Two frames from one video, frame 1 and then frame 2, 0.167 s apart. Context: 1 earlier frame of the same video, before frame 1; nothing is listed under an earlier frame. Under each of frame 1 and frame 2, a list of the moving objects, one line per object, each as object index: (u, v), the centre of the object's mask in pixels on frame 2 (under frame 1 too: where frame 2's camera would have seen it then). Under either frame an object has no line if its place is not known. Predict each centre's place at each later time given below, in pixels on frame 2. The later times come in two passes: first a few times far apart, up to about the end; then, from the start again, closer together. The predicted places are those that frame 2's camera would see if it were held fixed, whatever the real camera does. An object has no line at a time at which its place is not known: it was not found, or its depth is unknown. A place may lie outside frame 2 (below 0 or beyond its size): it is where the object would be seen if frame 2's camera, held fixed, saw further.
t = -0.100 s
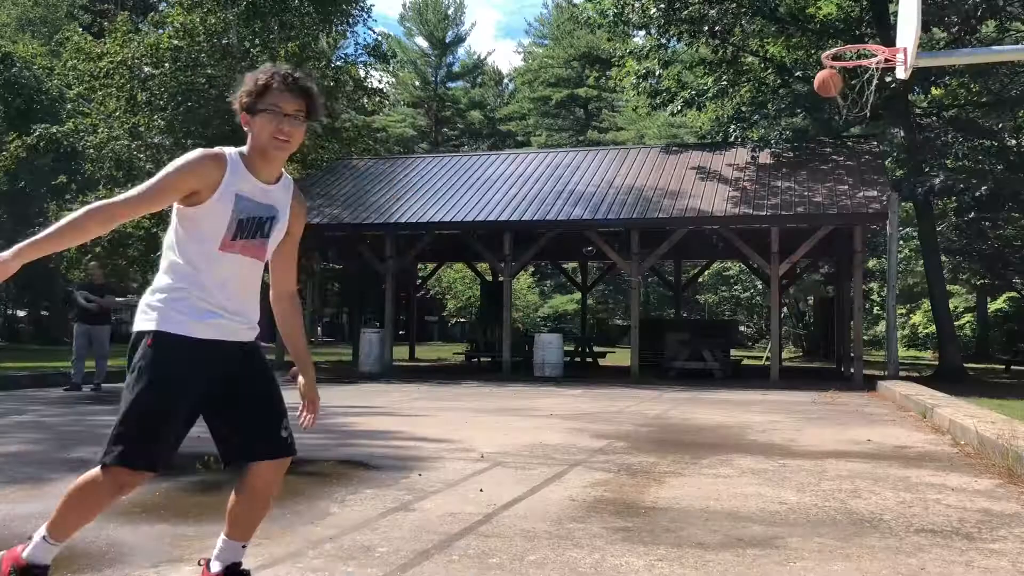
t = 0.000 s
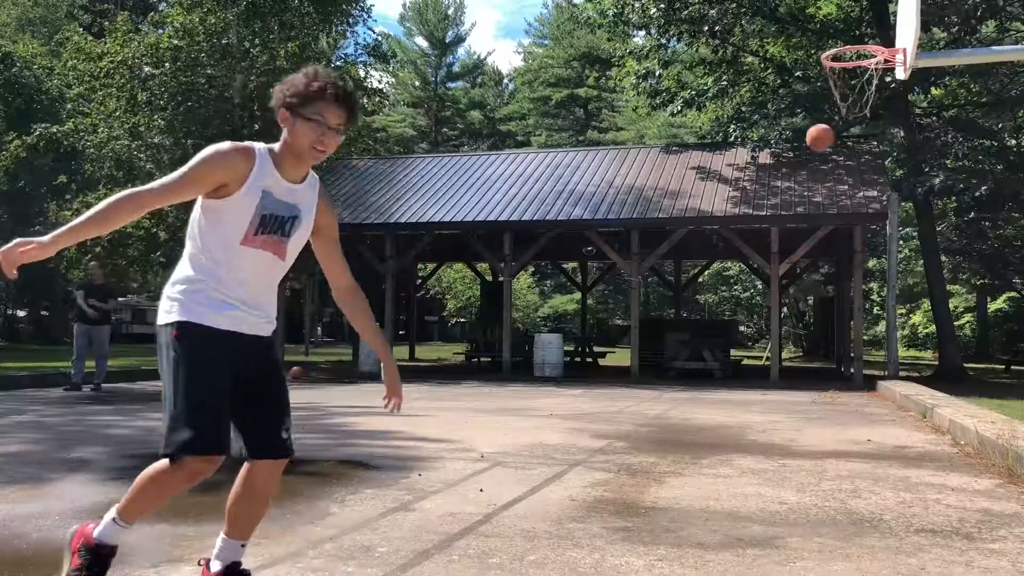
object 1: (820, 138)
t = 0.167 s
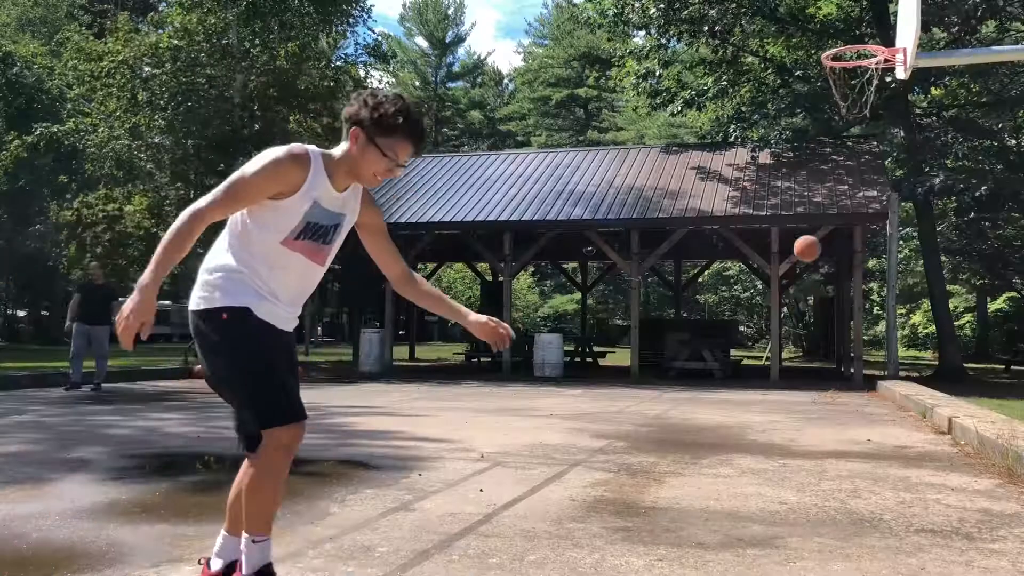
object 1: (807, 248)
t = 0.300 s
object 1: (797, 355)
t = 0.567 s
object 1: (802, 292)
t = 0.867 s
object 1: (816, 191)
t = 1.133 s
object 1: (828, 179)
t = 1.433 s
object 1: (842, 239)
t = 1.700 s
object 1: (855, 356)
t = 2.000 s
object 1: (863, 316)
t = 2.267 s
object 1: (871, 268)
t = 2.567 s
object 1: (879, 284)
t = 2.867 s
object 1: (888, 375)
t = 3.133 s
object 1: (895, 334)
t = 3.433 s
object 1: (902, 310)
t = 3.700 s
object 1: (912, 347)
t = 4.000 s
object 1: (917, 345)
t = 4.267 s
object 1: (921, 335)
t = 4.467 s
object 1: (925, 360)
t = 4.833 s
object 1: (932, 347)
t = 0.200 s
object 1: (805, 274)
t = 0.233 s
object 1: (802, 300)
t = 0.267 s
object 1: (800, 327)
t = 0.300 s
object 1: (797, 355)
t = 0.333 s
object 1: (795, 383)
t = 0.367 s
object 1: (794, 414)
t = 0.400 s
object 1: (794, 392)
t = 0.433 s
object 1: (796, 370)
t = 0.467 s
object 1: (797, 347)
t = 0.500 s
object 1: (799, 328)
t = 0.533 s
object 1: (800, 310)
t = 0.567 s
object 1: (802, 292)
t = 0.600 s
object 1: (803, 276)
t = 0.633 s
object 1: (805, 261)
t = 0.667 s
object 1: (807, 248)
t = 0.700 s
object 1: (808, 236)
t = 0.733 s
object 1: (809, 225)
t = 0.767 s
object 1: (811, 215)
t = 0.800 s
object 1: (811, 207)
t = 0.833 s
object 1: (815, 197)
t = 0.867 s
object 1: (816, 191)
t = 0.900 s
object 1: (818, 186)
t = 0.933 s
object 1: (820, 182)
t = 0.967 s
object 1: (822, 179)
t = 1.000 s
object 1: (823, 178)
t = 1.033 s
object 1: (824, 177)
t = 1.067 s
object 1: (825, 177)
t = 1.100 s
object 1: (826, 177)
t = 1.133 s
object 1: (828, 179)
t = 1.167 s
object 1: (830, 181)
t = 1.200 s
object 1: (832, 185)
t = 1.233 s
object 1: (834, 190)
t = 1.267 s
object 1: (834, 194)
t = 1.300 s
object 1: (836, 203)
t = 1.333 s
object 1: (838, 211)
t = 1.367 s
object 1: (840, 219)
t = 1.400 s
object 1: (841, 229)
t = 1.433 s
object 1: (842, 239)
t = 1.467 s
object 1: (844, 251)
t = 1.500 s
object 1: (844, 263)
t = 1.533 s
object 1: (846, 276)
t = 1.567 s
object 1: (848, 291)
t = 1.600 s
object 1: (851, 306)
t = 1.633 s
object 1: (851, 321)
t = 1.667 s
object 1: (852, 338)
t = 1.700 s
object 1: (855, 356)
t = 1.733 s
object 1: (856, 374)
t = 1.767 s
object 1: (858, 394)
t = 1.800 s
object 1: (859, 394)
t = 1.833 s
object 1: (860, 379)
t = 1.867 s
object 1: (860, 364)
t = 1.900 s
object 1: (861, 350)
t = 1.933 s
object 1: (862, 338)
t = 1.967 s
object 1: (863, 326)
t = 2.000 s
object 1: (863, 316)
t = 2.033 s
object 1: (864, 306)
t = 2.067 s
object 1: (866, 298)
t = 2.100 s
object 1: (867, 291)
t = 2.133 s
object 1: (867, 284)
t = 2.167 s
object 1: (868, 279)
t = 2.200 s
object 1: (869, 274)
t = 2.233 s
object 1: (870, 271)
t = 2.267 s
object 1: (871, 268)
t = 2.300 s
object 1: (872, 266)
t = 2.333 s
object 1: (873, 265)
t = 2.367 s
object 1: (874, 265)
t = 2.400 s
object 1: (875, 266)
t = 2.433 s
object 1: (876, 268)
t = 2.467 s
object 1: (877, 271)
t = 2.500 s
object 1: (877, 274)
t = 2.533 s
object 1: (878, 279)
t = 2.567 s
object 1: (879, 284)
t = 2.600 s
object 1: (879, 291)
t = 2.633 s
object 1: (881, 299)
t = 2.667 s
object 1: (882, 307)
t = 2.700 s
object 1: (882, 315)
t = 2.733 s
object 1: (884, 325)
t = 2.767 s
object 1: (885, 337)
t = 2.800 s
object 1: (886, 349)
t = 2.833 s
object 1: (886, 361)
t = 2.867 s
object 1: (888, 375)
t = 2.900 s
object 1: (889, 390)
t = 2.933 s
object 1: (890, 394)
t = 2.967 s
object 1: (891, 382)
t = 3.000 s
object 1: (891, 371)
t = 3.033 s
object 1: (893, 360)
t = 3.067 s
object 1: (894, 350)
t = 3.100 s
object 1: (894, 343)
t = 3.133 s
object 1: (895, 334)
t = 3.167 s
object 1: (896, 330)
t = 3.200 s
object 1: (896, 324)
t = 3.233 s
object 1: (898, 318)
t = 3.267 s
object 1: (898, 314)
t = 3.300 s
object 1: (899, 312)
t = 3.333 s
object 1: (900, 311)
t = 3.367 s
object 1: (900, 310)
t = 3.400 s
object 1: (901, 310)
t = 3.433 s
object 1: (902, 310)
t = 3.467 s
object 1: (903, 311)
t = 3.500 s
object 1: (905, 314)
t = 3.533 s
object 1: (905, 316)
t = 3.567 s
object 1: (907, 321)
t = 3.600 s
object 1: (907, 326)
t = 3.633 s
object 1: (909, 333)
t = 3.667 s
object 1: (911, 339)
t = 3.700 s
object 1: (912, 347)
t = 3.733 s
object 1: (912, 355)
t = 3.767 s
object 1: (913, 364)
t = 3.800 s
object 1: (914, 374)
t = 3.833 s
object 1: (914, 380)
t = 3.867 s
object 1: (915, 372)
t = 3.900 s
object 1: (915, 364)
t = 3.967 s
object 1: (917, 350)
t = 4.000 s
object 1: (917, 345)
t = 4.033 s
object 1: (918, 341)
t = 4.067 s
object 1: (919, 339)
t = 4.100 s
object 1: (919, 338)
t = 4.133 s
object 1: (920, 333)
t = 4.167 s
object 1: (920, 334)
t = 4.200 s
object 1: (920, 334)
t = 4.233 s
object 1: (921, 334)
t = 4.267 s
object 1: (921, 335)
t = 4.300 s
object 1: (922, 336)
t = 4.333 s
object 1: (923, 340)
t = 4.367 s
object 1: (923, 341)
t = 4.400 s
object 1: (924, 349)
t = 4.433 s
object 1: (925, 354)
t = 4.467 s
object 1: (925, 360)
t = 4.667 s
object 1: (930, 362)
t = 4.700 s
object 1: (930, 357)
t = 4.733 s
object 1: (931, 352)
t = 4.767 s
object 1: (931, 351)
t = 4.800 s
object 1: (931, 348)
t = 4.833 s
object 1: (932, 347)
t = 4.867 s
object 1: (932, 347)
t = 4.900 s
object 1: (933, 347)
